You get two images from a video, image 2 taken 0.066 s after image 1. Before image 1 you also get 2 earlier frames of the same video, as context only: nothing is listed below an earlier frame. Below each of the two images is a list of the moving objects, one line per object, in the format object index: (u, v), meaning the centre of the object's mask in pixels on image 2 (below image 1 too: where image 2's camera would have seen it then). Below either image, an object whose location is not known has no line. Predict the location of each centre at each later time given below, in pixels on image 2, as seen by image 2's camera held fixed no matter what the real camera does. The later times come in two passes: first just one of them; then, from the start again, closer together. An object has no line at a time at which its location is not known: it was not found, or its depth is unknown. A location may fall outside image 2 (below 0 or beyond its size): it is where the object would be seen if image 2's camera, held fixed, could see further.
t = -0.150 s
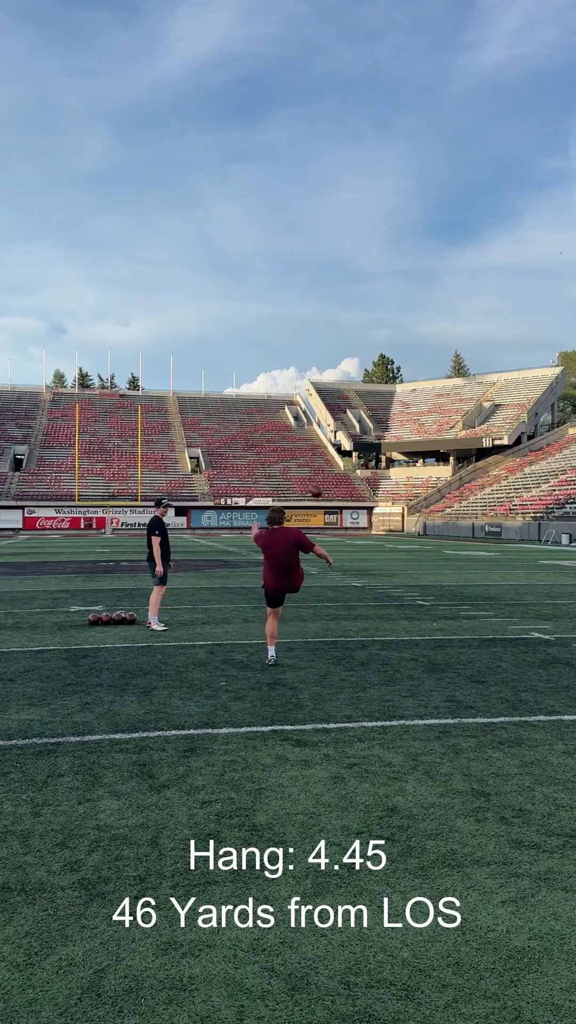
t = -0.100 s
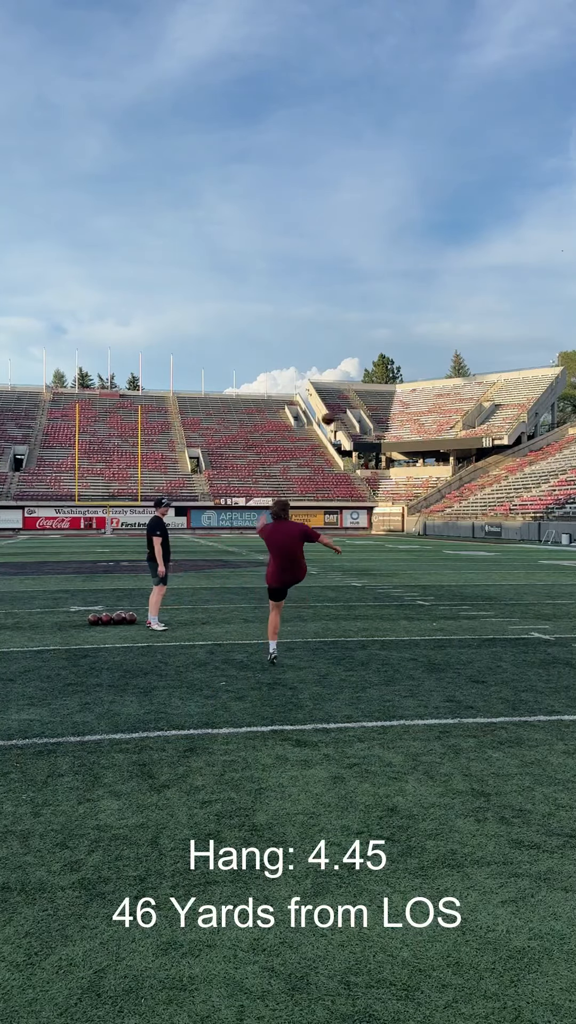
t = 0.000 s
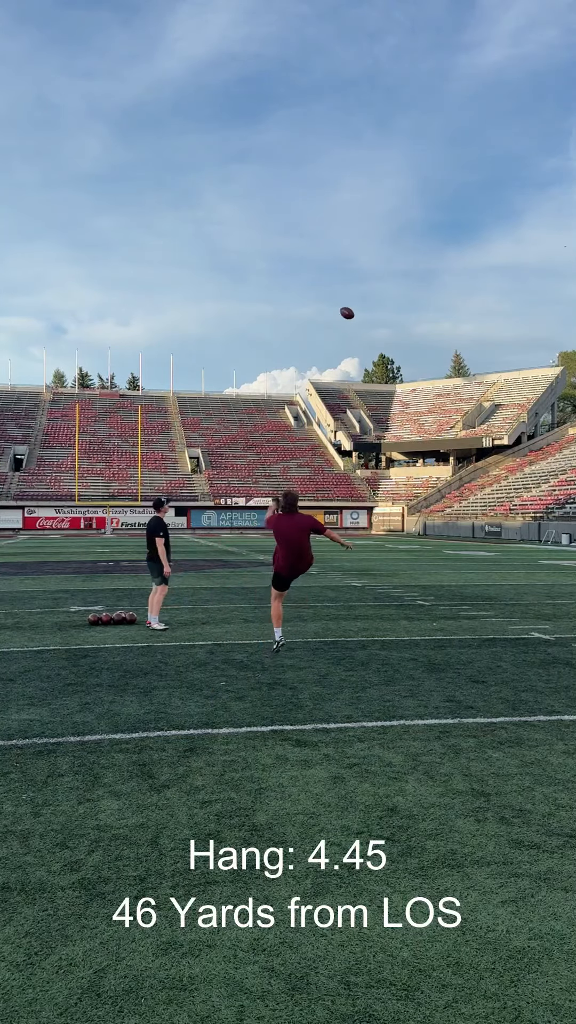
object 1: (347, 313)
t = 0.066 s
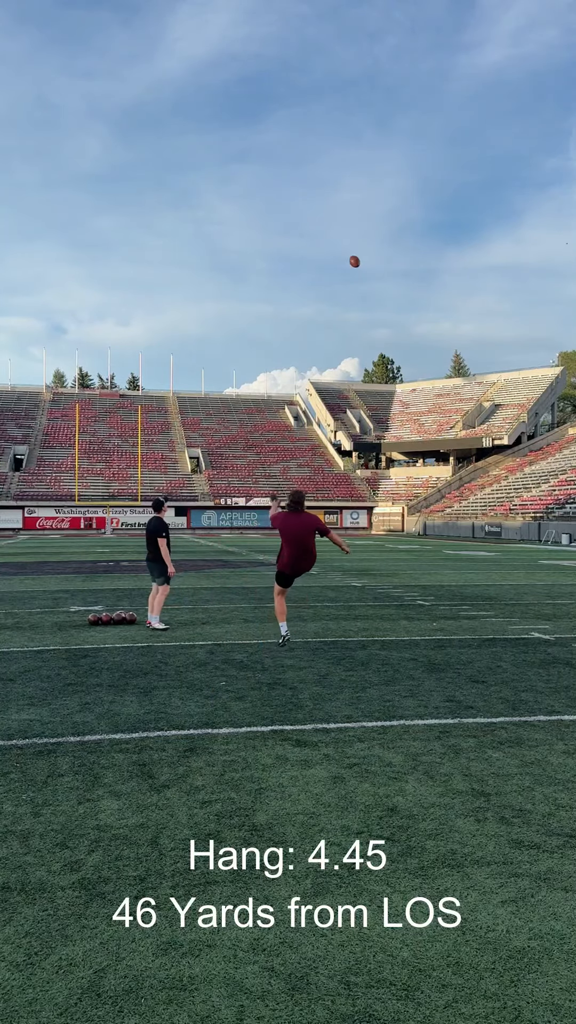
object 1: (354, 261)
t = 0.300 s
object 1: (363, 152)
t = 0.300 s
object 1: (363, 152)
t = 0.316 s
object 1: (363, 146)
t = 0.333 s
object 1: (363, 142)
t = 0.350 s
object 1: (363, 137)
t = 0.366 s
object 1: (363, 133)
